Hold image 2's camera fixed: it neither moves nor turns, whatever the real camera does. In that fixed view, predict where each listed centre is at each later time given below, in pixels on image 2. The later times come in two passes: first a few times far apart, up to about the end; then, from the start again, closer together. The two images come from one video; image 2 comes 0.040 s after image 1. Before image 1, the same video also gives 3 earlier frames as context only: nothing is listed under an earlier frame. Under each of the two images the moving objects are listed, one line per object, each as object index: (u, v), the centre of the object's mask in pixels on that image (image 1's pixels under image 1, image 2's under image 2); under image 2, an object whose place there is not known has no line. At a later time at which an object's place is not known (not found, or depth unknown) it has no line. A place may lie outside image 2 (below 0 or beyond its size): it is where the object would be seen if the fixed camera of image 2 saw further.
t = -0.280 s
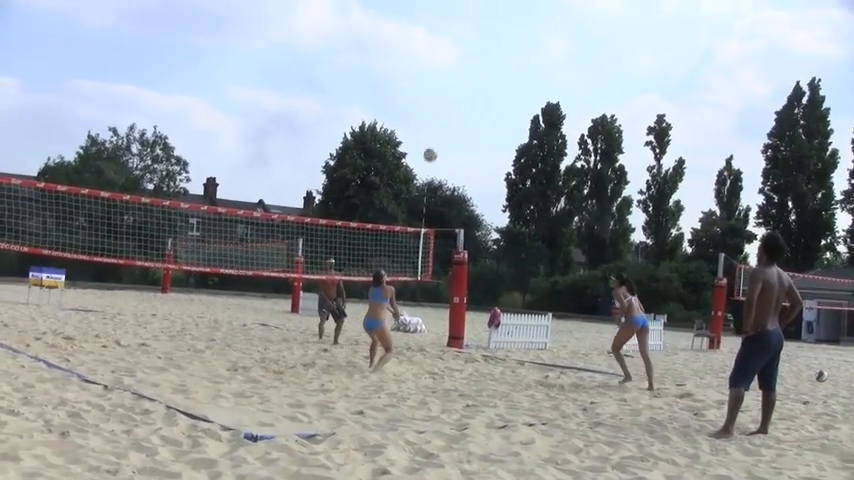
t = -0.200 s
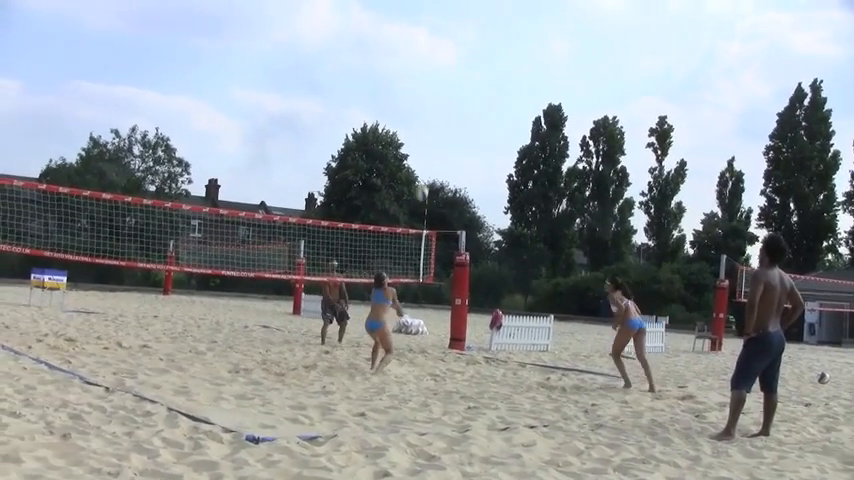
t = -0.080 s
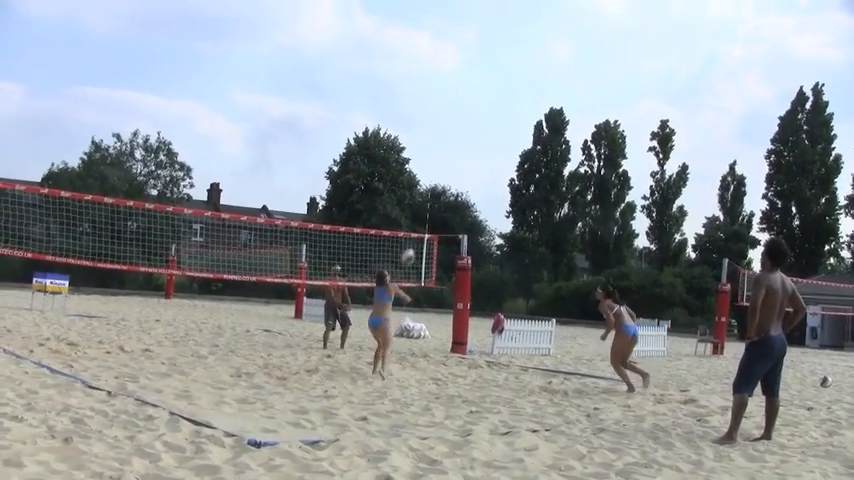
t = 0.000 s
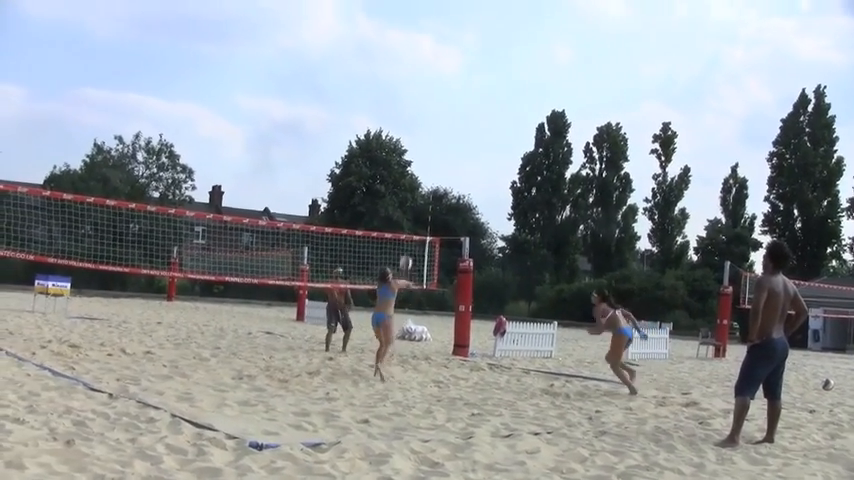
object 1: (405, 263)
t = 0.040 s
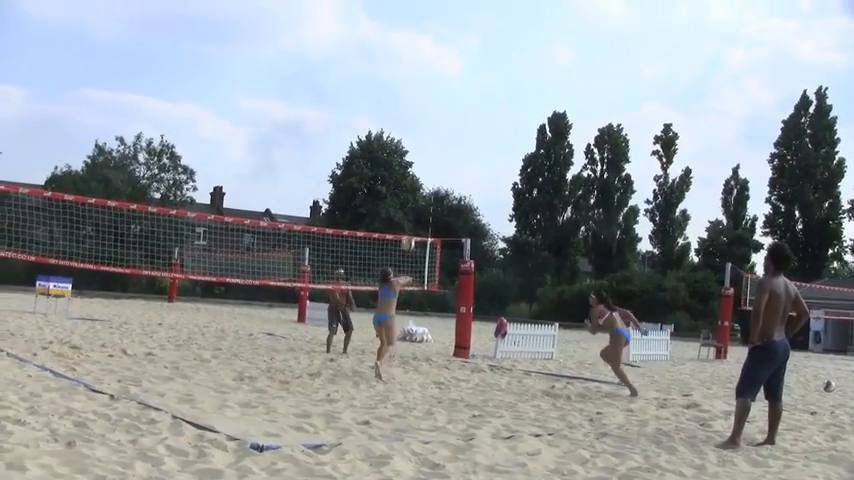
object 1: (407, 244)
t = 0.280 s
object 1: (417, 146)
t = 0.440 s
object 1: (422, 105)
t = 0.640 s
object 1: (428, 78)
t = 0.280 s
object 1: (417, 146)
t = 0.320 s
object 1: (418, 134)
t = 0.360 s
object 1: (420, 123)
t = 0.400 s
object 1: (421, 113)
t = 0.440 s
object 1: (422, 105)
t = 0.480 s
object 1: (424, 97)
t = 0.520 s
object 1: (425, 91)
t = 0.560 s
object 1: (426, 85)
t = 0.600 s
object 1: (427, 81)
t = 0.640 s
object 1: (428, 78)
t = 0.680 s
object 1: (428, 75)
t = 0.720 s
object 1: (429, 73)
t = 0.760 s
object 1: (430, 72)
